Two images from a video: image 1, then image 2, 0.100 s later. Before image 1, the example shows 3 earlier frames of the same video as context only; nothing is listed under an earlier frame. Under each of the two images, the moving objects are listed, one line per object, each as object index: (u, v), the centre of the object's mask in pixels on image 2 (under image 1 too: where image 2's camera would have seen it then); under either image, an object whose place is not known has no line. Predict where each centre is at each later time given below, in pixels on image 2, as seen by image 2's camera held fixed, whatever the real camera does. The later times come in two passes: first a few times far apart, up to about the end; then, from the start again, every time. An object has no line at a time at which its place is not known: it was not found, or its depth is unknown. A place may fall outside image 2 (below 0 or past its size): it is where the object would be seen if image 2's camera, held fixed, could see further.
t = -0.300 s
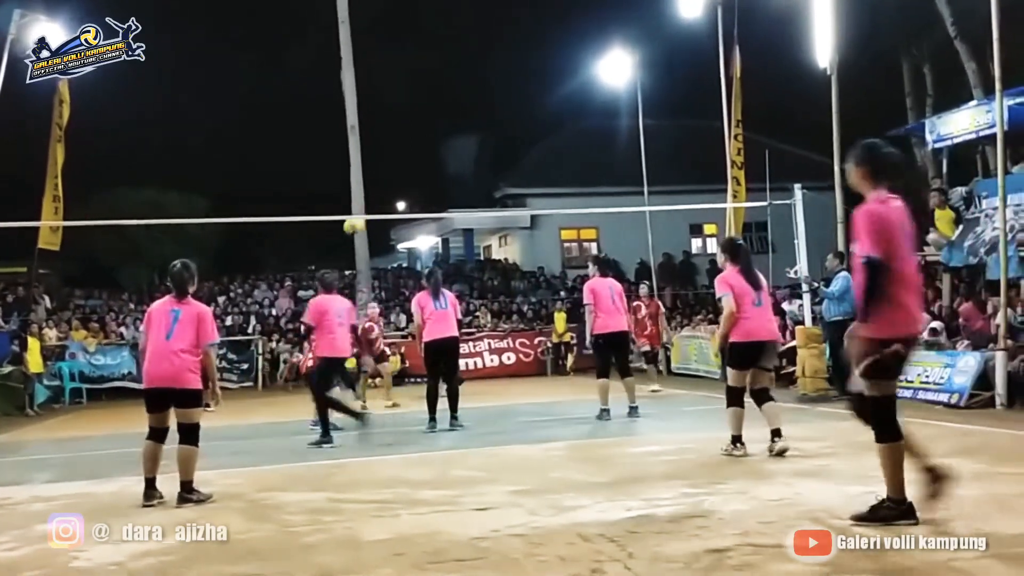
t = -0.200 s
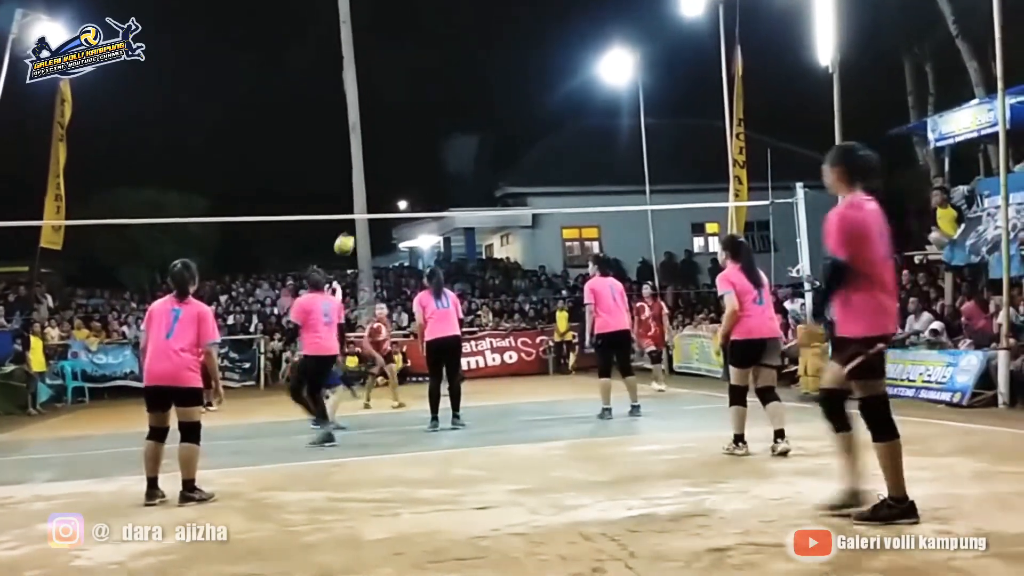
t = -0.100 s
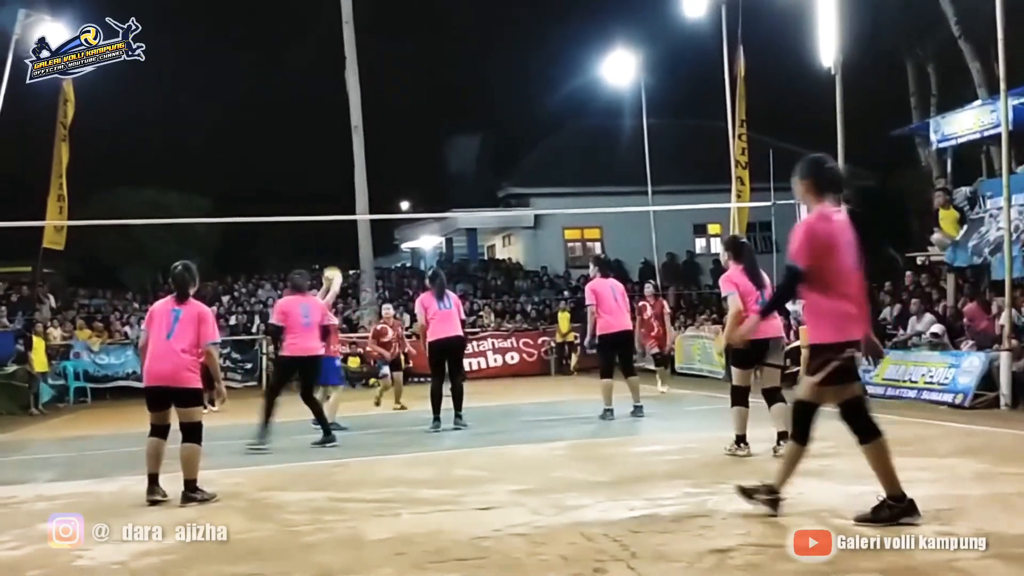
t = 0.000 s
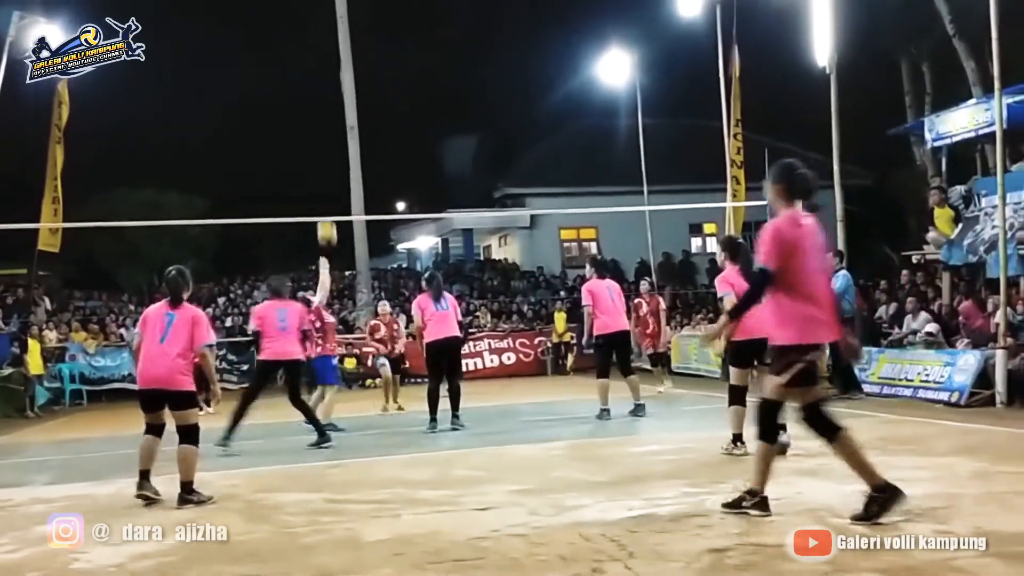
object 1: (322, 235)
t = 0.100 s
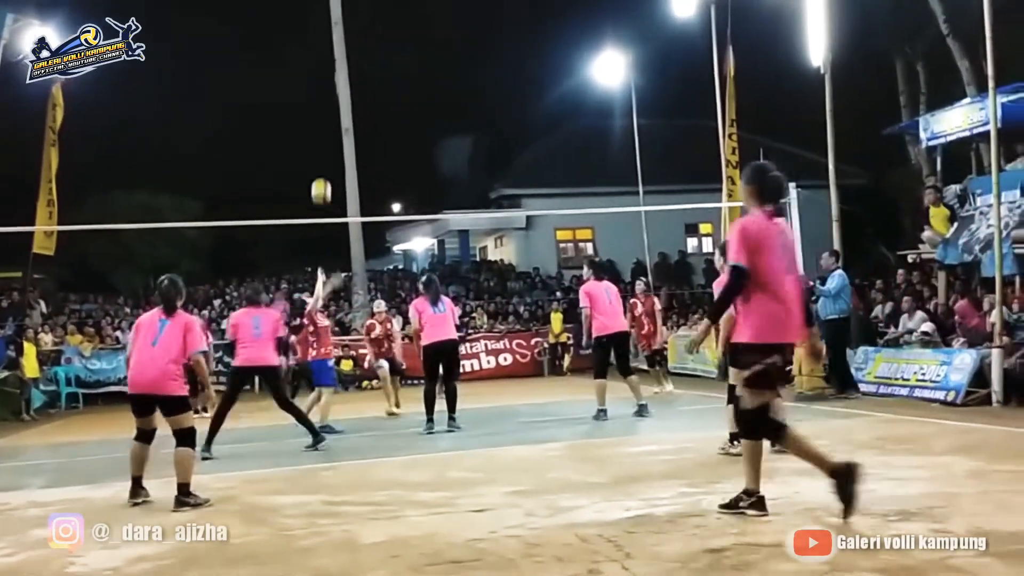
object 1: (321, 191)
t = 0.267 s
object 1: (321, 139)
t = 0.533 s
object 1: (322, 106)
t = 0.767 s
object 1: (328, 124)
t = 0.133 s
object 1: (321, 179)
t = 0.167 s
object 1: (321, 168)
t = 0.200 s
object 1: (321, 158)
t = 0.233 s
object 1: (321, 148)
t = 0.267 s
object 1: (321, 139)
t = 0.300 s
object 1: (321, 132)
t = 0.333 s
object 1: (321, 125)
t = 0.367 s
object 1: (321, 120)
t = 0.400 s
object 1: (321, 115)
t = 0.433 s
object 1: (321, 112)
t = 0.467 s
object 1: (322, 109)
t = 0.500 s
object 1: (322, 107)
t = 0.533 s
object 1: (322, 106)
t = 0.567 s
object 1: (323, 106)
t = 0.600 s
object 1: (324, 106)
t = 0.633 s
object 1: (323, 108)
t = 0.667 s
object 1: (324, 111)
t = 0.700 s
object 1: (325, 114)
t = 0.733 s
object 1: (327, 119)
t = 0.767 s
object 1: (328, 124)
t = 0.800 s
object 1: (328, 130)
